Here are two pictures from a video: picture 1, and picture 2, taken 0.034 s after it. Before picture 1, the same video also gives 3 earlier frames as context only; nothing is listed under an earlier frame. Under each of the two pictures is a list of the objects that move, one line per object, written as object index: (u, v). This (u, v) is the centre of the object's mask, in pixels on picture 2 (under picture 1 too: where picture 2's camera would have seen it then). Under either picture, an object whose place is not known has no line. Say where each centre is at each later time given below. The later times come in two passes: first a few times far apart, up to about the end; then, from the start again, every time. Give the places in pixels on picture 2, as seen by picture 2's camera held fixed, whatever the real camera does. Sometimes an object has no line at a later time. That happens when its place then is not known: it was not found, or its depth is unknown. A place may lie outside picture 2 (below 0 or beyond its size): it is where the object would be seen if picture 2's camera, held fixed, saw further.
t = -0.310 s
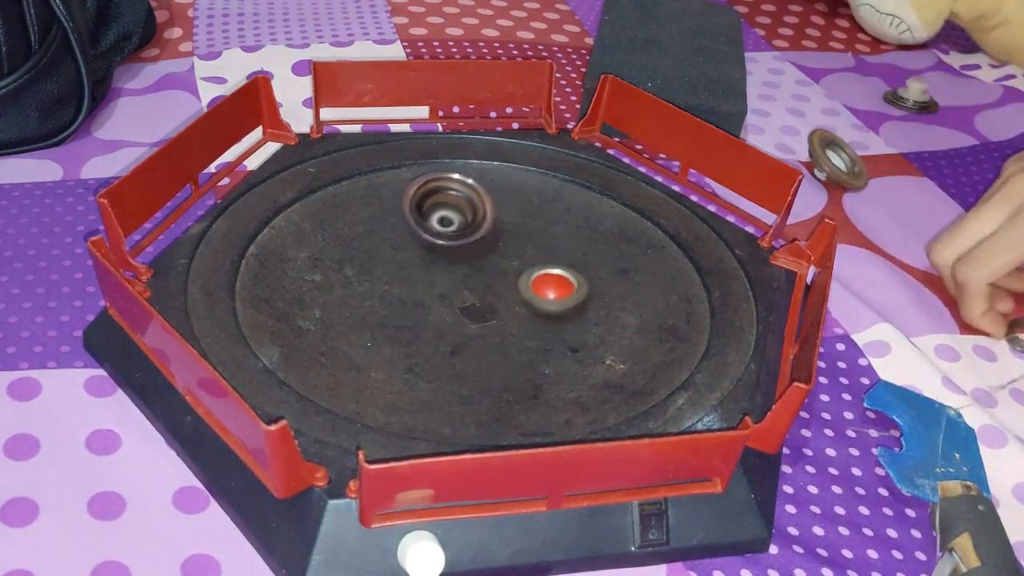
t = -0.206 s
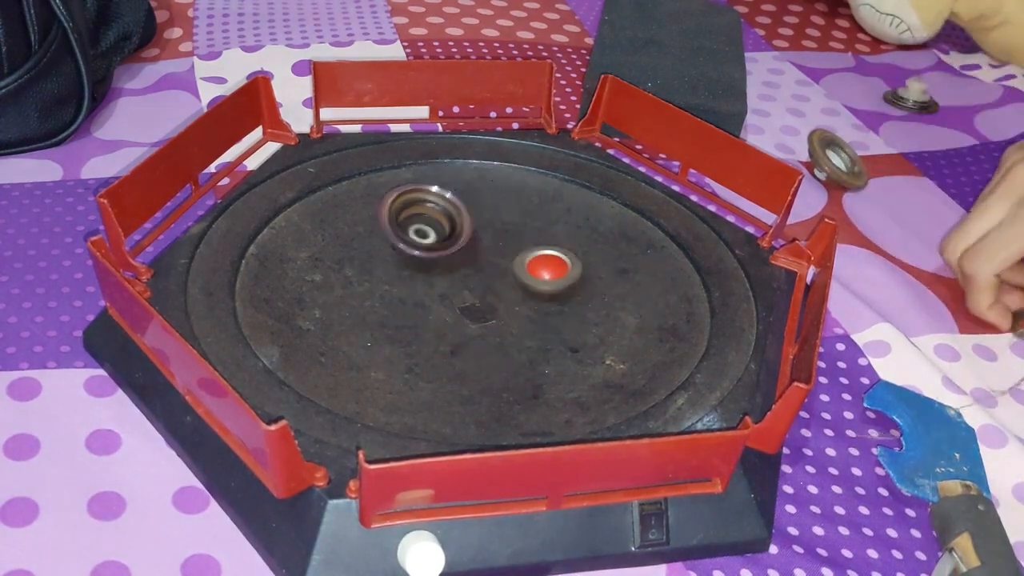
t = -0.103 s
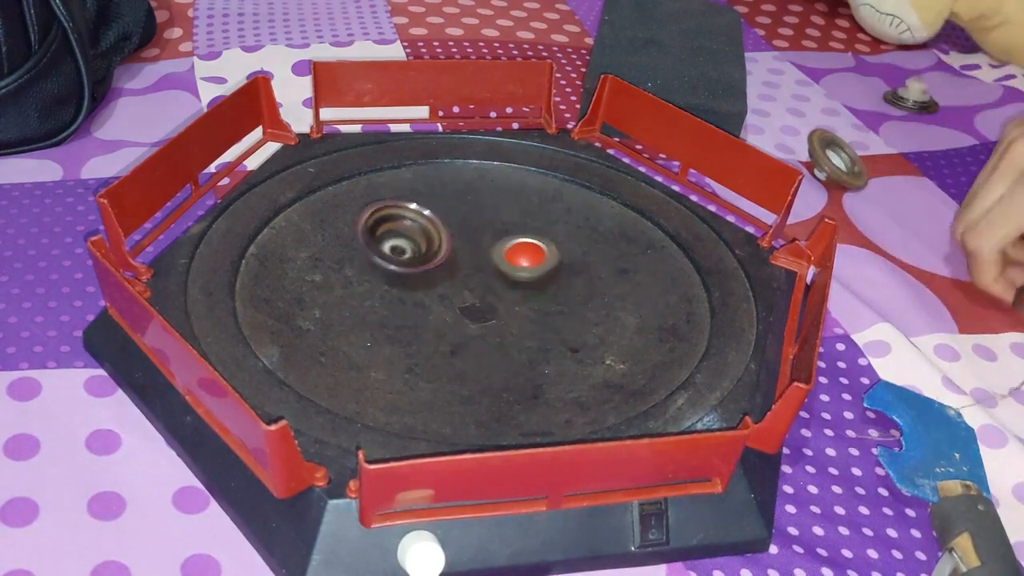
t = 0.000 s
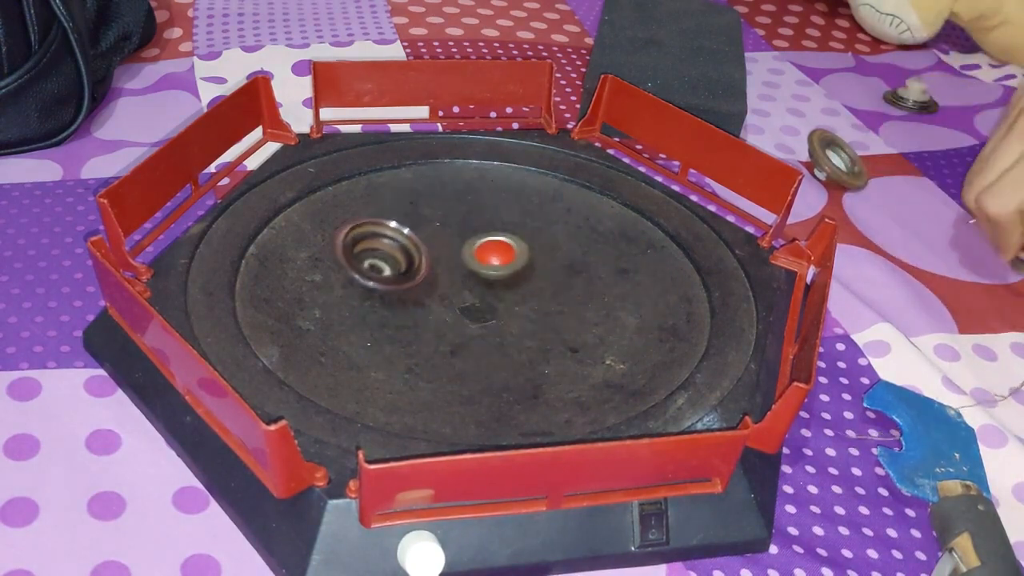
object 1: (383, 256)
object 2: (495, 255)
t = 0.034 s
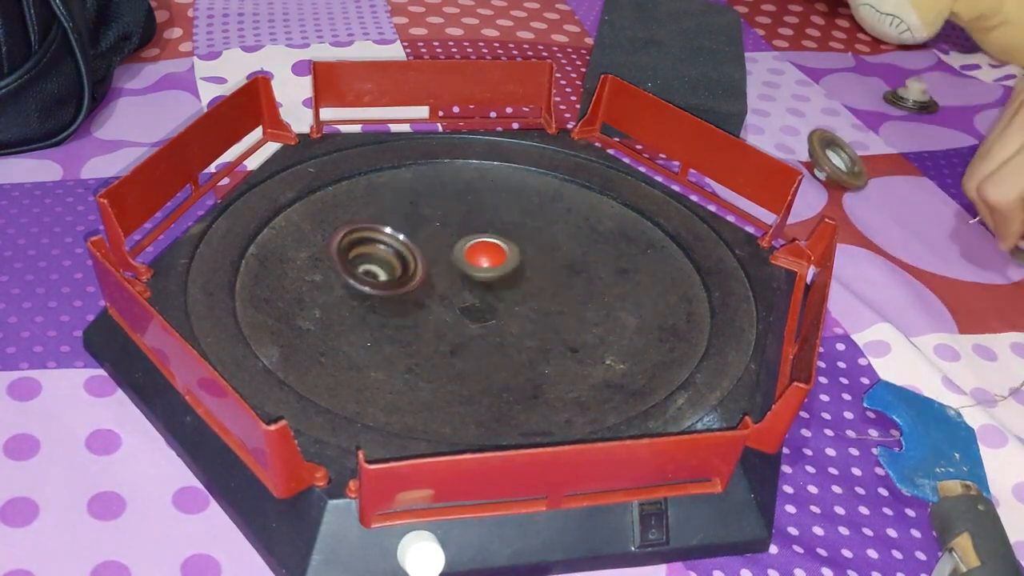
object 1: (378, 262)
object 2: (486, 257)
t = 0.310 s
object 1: (371, 299)
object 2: (454, 289)
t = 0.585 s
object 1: (425, 337)
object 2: (482, 316)
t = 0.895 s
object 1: (489, 352)
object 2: (535, 307)
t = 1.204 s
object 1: (563, 312)
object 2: (509, 269)
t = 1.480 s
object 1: (595, 259)
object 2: (459, 268)
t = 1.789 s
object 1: (566, 233)
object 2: (459, 297)
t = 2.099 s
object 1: (484, 230)
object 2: (500, 318)
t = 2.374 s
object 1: (413, 244)
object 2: (535, 301)
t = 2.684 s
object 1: (393, 282)
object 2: (513, 273)
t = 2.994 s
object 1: (440, 320)
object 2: (474, 275)
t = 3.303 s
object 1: (527, 331)
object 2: (485, 289)
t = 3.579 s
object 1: (572, 317)
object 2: (514, 287)
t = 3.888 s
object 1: (600, 287)
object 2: (533, 281)
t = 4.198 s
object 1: (599, 290)
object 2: (503, 284)
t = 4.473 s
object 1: (568, 264)
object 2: (507, 296)
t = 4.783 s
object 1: (627, 235)
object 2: (536, 289)
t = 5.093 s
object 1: (553, 238)
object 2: (534, 291)
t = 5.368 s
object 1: (517, 194)
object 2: (535, 266)
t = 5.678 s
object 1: (462, 216)
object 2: (545, 271)
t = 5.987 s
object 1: (451, 292)
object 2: (524, 262)
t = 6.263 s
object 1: (518, 338)
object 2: (532, 257)
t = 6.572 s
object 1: (588, 313)
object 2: (515, 250)
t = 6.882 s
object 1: (549, 268)
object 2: (489, 243)
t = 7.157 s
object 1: (511, 273)
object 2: (461, 230)
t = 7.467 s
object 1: (476, 287)
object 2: (475, 237)
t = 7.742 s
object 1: (487, 303)
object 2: (510, 240)
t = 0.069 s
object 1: (371, 265)
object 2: (476, 260)
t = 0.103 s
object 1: (367, 271)
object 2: (470, 264)
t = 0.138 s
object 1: (365, 276)
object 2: (464, 269)
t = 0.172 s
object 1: (364, 281)
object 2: (460, 275)
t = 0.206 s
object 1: (363, 285)
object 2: (458, 279)
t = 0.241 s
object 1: (366, 289)
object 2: (456, 284)
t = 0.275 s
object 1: (369, 294)
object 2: (456, 287)
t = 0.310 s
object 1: (371, 299)
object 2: (454, 289)
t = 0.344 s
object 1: (375, 304)
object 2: (454, 292)
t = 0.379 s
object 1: (381, 308)
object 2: (456, 296)
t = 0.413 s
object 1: (388, 314)
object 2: (459, 300)
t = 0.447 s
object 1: (396, 318)
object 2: (463, 305)
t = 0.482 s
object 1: (405, 322)
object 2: (468, 309)
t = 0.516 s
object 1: (416, 326)
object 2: (474, 311)
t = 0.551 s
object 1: (421, 332)
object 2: (477, 313)
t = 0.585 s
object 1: (425, 337)
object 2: (482, 316)
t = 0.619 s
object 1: (430, 342)
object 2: (489, 319)
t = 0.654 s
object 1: (436, 346)
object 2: (494, 320)
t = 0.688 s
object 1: (442, 348)
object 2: (501, 322)
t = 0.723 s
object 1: (448, 350)
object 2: (507, 322)
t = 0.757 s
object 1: (456, 352)
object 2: (515, 321)
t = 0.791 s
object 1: (463, 353)
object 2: (521, 319)
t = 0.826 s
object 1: (471, 353)
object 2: (527, 316)
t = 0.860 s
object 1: (480, 353)
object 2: (532, 312)
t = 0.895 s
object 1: (489, 352)
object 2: (535, 307)
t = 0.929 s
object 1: (498, 350)
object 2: (537, 302)
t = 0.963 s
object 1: (506, 347)
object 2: (537, 297)
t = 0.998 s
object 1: (515, 344)
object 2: (537, 291)
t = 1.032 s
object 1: (524, 339)
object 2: (533, 287)
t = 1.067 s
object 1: (532, 335)
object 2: (531, 282)
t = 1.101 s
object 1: (541, 330)
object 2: (525, 279)
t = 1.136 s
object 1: (549, 324)
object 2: (521, 275)
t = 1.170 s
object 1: (557, 320)
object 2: (514, 272)
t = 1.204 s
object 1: (563, 312)
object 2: (509, 269)
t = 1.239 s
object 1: (570, 306)
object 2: (501, 266)
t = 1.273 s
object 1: (576, 299)
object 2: (495, 264)
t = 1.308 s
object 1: (582, 290)
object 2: (487, 263)
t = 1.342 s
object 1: (586, 283)
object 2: (481, 263)
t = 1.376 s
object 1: (589, 276)
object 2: (473, 263)
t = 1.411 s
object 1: (592, 271)
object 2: (469, 264)
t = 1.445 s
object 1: (594, 265)
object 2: (463, 266)
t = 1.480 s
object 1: (595, 259)
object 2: (459, 268)
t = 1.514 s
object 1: (595, 253)
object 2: (454, 272)
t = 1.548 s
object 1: (594, 249)
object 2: (453, 277)
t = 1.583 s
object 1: (593, 245)
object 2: (451, 280)
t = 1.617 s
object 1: (591, 241)
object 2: (452, 283)
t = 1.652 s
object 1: (587, 238)
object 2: (453, 287)
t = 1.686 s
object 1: (583, 235)
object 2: (457, 291)
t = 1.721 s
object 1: (578, 234)
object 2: (459, 293)
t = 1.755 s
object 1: (571, 232)
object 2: (461, 295)
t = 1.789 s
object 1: (566, 233)
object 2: (459, 297)
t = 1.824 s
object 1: (560, 231)
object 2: (462, 299)
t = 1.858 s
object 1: (548, 230)
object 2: (465, 303)
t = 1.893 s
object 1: (540, 229)
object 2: (470, 306)
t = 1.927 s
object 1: (531, 226)
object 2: (471, 309)
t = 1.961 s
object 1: (522, 227)
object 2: (477, 311)
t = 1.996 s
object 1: (512, 227)
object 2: (481, 314)
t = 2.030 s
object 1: (503, 227)
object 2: (488, 316)
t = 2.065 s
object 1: (493, 229)
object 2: (494, 317)
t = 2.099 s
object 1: (484, 230)
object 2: (500, 318)
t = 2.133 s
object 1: (473, 229)
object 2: (506, 317)
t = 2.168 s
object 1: (463, 232)
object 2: (511, 317)
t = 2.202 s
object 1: (452, 233)
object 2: (520, 315)
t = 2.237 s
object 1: (443, 234)
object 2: (522, 313)
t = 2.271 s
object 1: (434, 236)
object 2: (527, 310)
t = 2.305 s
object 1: (426, 238)
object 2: (529, 307)
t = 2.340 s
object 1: (419, 240)
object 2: (531, 304)
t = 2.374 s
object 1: (413, 244)
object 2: (535, 301)
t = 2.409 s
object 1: (407, 246)
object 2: (534, 298)
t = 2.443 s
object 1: (402, 250)
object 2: (536, 293)
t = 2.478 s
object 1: (398, 256)
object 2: (534, 290)
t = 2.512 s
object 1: (396, 259)
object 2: (532, 286)
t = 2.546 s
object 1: (394, 262)
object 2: (530, 283)
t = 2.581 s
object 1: (392, 266)
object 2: (525, 280)
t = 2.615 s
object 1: (392, 272)
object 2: (522, 277)
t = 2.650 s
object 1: (393, 277)
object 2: (518, 275)
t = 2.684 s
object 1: (393, 282)
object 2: (513, 273)
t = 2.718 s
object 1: (394, 286)
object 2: (510, 272)
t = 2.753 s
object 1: (398, 291)
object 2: (504, 272)
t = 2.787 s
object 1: (401, 296)
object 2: (501, 270)
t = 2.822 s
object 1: (406, 301)
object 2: (494, 270)
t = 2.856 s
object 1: (412, 304)
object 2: (488, 269)
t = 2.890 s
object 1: (421, 313)
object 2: (485, 271)
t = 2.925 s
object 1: (427, 316)
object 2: (480, 272)
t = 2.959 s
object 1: (433, 317)
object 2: (477, 273)
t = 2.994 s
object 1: (440, 320)
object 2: (474, 275)
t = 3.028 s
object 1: (449, 323)
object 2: (472, 277)
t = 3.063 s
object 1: (459, 325)
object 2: (473, 278)
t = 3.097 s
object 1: (469, 327)
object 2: (473, 280)
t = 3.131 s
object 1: (478, 328)
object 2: (474, 282)
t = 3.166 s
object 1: (488, 330)
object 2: (476, 283)
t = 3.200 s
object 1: (497, 329)
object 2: (477, 284)
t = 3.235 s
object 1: (507, 330)
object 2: (481, 285)
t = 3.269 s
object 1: (518, 331)
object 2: (484, 286)
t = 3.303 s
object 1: (527, 331)
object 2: (485, 289)
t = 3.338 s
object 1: (535, 331)
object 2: (488, 289)
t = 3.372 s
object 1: (543, 330)
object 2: (491, 292)
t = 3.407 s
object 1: (548, 328)
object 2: (495, 293)
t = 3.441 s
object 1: (554, 326)
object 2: (501, 292)
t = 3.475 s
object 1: (560, 325)
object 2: (503, 292)
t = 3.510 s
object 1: (565, 324)
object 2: (508, 292)
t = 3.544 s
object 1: (569, 320)
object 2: (513, 289)
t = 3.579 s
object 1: (572, 317)
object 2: (514, 287)
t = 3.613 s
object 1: (574, 313)
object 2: (517, 285)
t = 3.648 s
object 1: (576, 306)
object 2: (520, 284)
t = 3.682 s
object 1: (581, 302)
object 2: (522, 283)
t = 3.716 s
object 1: (585, 299)
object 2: (525, 282)
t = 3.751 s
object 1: (590, 295)
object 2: (526, 281)
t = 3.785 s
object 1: (593, 292)
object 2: (527, 282)
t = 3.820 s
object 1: (596, 290)
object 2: (530, 281)
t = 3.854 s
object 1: (599, 289)
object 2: (532, 281)
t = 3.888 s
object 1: (600, 287)
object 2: (533, 281)
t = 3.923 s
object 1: (602, 286)
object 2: (536, 281)
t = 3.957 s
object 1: (613, 287)
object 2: (538, 281)
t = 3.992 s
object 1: (621, 285)
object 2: (535, 281)
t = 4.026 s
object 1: (623, 286)
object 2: (533, 280)
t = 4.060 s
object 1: (623, 287)
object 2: (527, 279)
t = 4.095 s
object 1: (621, 288)
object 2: (520, 280)
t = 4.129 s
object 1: (616, 288)
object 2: (515, 280)
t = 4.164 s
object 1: (608, 289)
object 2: (508, 282)
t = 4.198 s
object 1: (599, 290)
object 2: (503, 284)
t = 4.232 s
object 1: (589, 288)
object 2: (502, 286)
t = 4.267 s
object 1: (579, 287)
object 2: (495, 287)
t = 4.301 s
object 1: (570, 288)
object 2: (491, 289)
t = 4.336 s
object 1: (561, 285)
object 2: (489, 292)
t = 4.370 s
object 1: (557, 278)
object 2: (487, 295)
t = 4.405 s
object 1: (557, 271)
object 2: (491, 296)
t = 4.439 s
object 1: (561, 268)
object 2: (501, 297)
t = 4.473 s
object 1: (568, 264)
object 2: (507, 296)
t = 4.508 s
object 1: (582, 257)
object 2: (509, 295)
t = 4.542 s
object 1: (595, 251)
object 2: (512, 294)
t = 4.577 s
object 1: (606, 246)
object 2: (520, 293)
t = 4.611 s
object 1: (614, 243)
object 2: (523, 292)
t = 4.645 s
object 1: (621, 238)
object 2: (525, 291)
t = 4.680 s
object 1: (626, 237)
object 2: (532, 290)
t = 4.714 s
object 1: (628, 237)
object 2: (536, 291)
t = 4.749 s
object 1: (628, 236)
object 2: (535, 290)
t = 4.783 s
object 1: (627, 235)
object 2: (536, 289)
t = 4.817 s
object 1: (627, 237)
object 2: (538, 290)
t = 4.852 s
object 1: (621, 238)
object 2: (536, 292)
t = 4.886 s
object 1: (613, 239)
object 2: (537, 293)
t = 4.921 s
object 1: (605, 243)
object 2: (540, 294)
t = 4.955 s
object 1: (596, 243)
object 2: (540, 294)
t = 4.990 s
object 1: (584, 244)
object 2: (537, 295)
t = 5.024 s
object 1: (573, 244)
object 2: (538, 296)
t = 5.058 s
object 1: (563, 241)
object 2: (537, 294)
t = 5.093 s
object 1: (553, 238)
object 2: (534, 291)
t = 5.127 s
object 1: (546, 234)
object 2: (533, 286)
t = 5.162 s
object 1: (541, 229)
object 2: (532, 284)
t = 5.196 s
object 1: (535, 221)
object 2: (531, 280)
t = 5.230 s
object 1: (534, 216)
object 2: (530, 277)
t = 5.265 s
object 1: (530, 209)
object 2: (532, 274)
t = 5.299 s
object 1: (526, 201)
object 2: (533, 271)
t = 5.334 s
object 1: (521, 196)
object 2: (534, 269)
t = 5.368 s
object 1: (517, 194)
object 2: (535, 266)
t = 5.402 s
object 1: (512, 192)
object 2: (538, 263)
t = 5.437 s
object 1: (507, 192)
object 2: (544, 262)
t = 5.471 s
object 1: (498, 189)
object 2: (549, 262)
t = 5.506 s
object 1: (493, 191)
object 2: (551, 263)
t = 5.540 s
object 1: (487, 195)
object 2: (550, 263)
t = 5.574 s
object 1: (481, 199)
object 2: (551, 263)
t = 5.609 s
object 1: (473, 201)
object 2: (553, 265)
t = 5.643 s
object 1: (467, 209)
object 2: (549, 267)
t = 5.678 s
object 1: (462, 216)
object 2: (545, 271)
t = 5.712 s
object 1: (456, 224)
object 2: (541, 274)
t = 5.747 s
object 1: (453, 230)
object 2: (541, 274)
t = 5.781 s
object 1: (449, 236)
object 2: (538, 274)
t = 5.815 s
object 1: (445, 242)
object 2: (534, 274)
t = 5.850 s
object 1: (444, 254)
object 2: (529, 273)
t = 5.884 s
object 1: (444, 264)
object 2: (526, 271)
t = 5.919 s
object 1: (443, 271)
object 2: (525, 269)
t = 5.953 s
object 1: (449, 283)
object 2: (524, 265)
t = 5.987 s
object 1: (451, 292)
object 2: (524, 262)
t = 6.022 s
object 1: (454, 298)
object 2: (525, 260)
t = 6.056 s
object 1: (462, 308)
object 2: (525, 257)
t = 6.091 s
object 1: (468, 313)
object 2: (524, 255)
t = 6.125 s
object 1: (476, 320)
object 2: (526, 253)
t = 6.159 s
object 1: (486, 326)
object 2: (531, 253)
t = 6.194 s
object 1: (496, 330)
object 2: (535, 254)
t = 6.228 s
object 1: (506, 334)
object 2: (535, 257)
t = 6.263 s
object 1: (518, 338)
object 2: (532, 257)
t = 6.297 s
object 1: (529, 338)
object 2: (531, 258)
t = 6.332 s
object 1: (540, 339)
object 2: (532, 260)
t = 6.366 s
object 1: (555, 338)
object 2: (527, 261)
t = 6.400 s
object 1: (564, 335)
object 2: (524, 260)
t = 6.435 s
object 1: (571, 332)
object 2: (523, 260)
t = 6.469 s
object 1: (577, 329)
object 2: (523, 260)
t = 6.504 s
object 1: (583, 323)
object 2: (519, 257)
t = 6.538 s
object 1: (586, 321)
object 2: (518, 253)
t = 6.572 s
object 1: (588, 313)
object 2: (515, 250)
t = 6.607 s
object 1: (588, 306)
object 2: (513, 246)
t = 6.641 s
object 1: (587, 300)
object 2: (510, 243)
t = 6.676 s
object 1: (586, 294)
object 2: (508, 241)
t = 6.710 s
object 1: (581, 291)
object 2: (507, 241)
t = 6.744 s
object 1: (576, 285)
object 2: (507, 241)
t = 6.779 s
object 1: (571, 281)
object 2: (502, 242)
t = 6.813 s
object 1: (564, 277)
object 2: (496, 242)
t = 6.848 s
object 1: (557, 271)
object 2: (494, 243)
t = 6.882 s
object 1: (549, 268)
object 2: (489, 243)
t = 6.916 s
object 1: (544, 264)
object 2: (483, 241)
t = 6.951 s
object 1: (542, 266)
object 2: (481, 240)
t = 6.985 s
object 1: (538, 266)
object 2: (475, 239)
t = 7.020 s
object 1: (533, 266)
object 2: (471, 238)
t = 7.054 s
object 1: (527, 267)
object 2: (468, 237)
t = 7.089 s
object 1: (523, 269)
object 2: (463, 234)
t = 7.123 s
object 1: (517, 271)
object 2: (461, 233)
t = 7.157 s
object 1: (511, 273)
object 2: (461, 230)
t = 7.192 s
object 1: (507, 275)
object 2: (463, 226)
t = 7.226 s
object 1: (498, 272)
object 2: (465, 225)
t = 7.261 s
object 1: (494, 274)
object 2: (464, 227)
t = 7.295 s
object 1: (492, 276)
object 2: (461, 228)
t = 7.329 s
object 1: (489, 277)
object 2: (460, 229)
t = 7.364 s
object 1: (487, 281)
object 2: (461, 230)
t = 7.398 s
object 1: (479, 281)
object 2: (464, 231)
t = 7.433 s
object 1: (478, 284)
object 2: (468, 233)
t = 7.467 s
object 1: (476, 287)
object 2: (475, 237)
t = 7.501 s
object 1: (475, 289)
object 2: (484, 242)
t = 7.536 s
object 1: (476, 294)
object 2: (496, 245)
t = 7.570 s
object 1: (475, 295)
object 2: (506, 248)
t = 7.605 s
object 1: (478, 298)
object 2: (512, 248)
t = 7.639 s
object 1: (478, 298)
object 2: (513, 246)
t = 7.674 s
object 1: (482, 301)
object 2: (513, 242)
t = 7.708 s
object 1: (483, 302)
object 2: (512, 241)
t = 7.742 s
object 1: (487, 303)
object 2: (510, 240)
